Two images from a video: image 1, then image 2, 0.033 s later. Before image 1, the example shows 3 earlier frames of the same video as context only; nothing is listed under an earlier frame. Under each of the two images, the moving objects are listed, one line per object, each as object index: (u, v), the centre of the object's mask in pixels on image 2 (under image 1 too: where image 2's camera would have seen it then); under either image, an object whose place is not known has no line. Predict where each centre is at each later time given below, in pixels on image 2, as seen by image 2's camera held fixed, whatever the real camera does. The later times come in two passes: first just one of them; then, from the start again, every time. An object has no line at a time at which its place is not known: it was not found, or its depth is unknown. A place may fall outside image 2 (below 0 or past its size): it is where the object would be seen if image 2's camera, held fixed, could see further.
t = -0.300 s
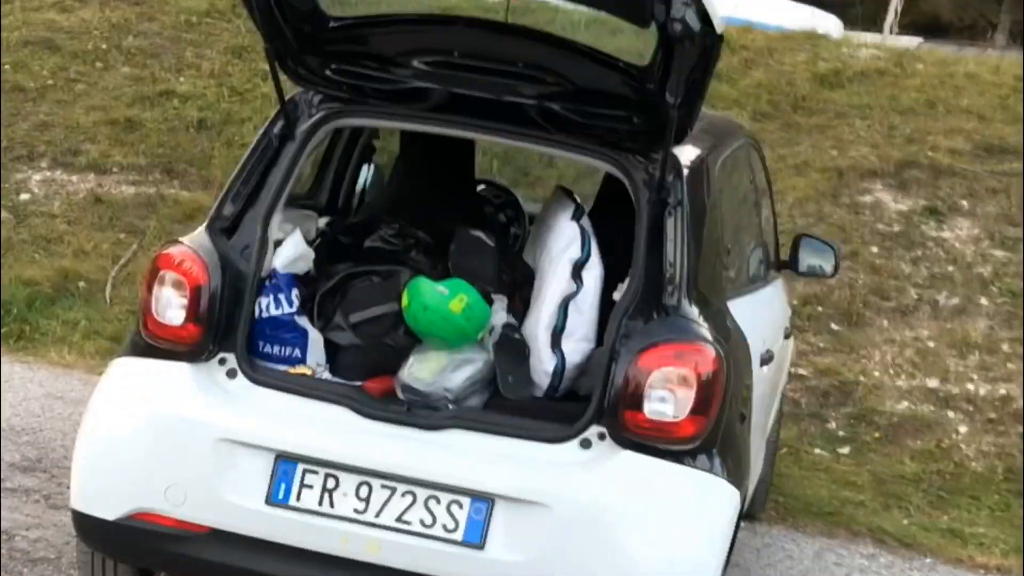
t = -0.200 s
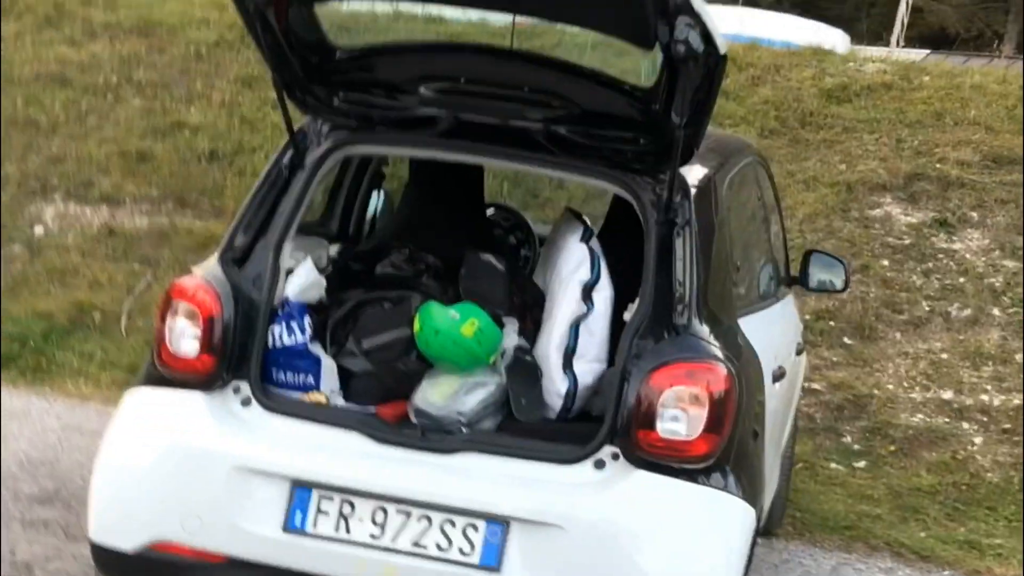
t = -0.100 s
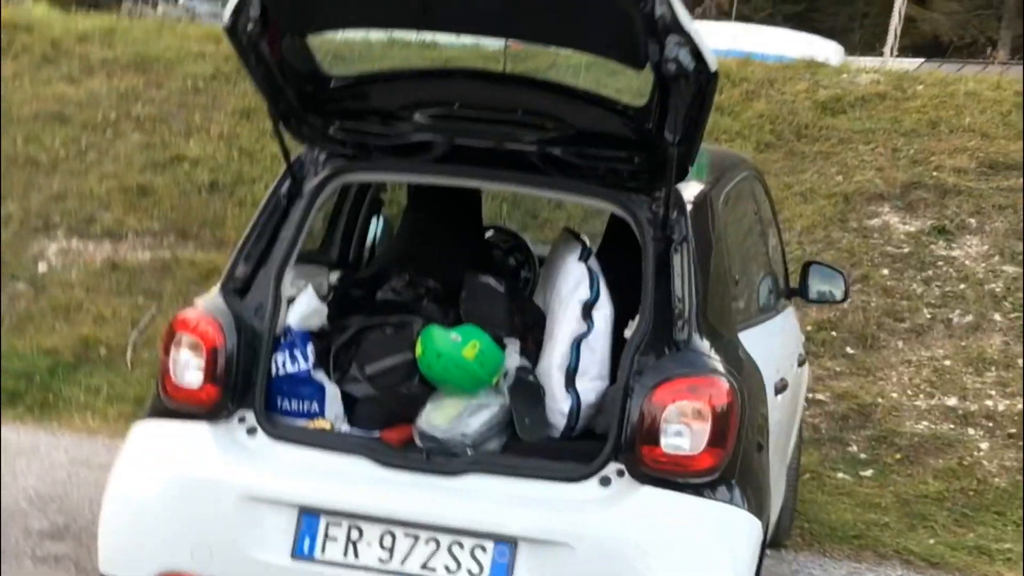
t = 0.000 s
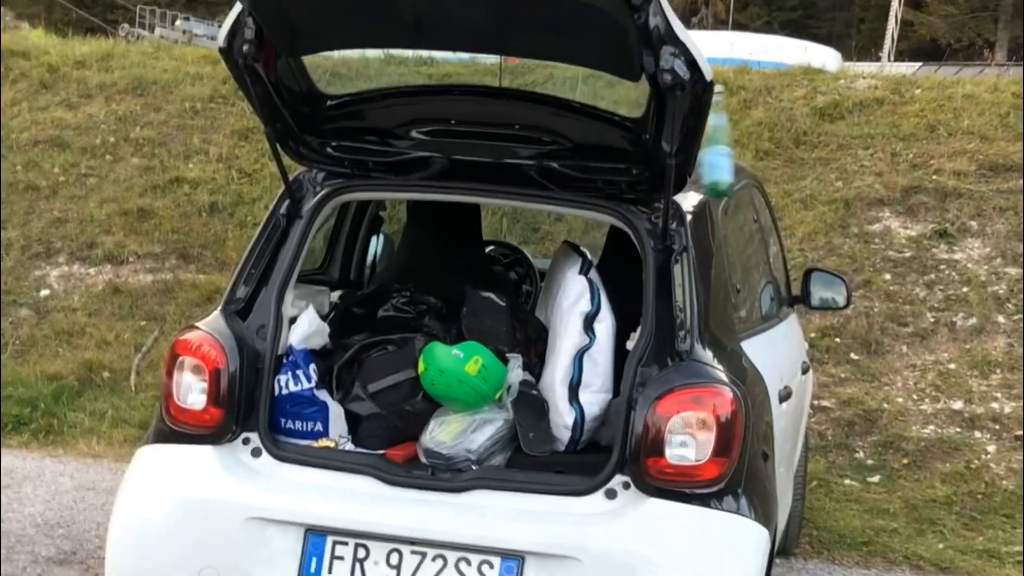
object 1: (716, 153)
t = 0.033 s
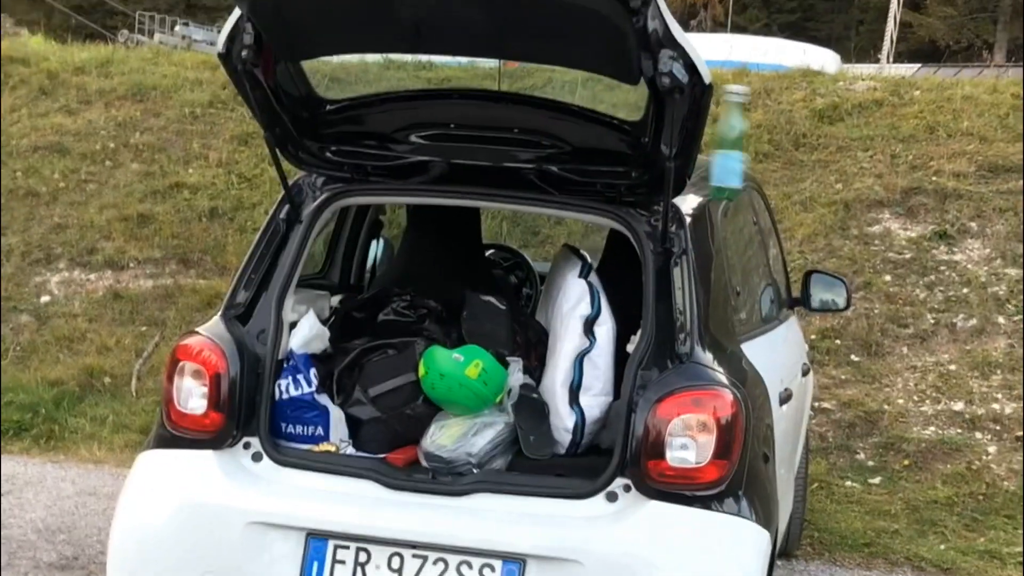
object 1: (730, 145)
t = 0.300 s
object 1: (837, 299)
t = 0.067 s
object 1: (746, 148)
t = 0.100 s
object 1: (762, 153)
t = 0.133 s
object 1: (778, 166)
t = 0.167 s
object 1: (793, 186)
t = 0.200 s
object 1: (806, 208)
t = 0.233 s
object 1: (817, 235)
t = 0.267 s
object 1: (827, 266)
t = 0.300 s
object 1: (837, 299)
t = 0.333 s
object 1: (847, 334)
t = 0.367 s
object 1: (854, 371)
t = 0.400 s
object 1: (864, 416)
